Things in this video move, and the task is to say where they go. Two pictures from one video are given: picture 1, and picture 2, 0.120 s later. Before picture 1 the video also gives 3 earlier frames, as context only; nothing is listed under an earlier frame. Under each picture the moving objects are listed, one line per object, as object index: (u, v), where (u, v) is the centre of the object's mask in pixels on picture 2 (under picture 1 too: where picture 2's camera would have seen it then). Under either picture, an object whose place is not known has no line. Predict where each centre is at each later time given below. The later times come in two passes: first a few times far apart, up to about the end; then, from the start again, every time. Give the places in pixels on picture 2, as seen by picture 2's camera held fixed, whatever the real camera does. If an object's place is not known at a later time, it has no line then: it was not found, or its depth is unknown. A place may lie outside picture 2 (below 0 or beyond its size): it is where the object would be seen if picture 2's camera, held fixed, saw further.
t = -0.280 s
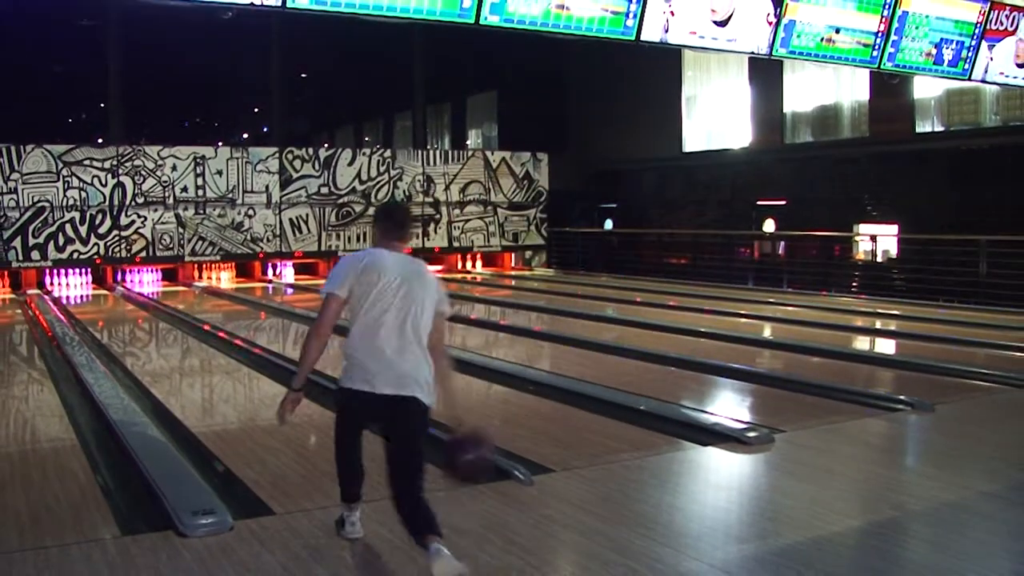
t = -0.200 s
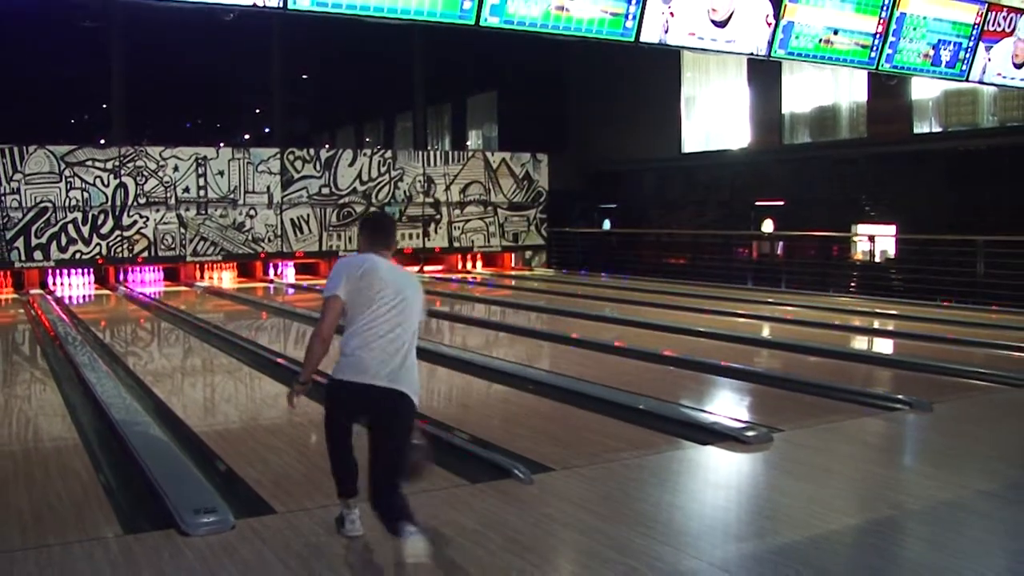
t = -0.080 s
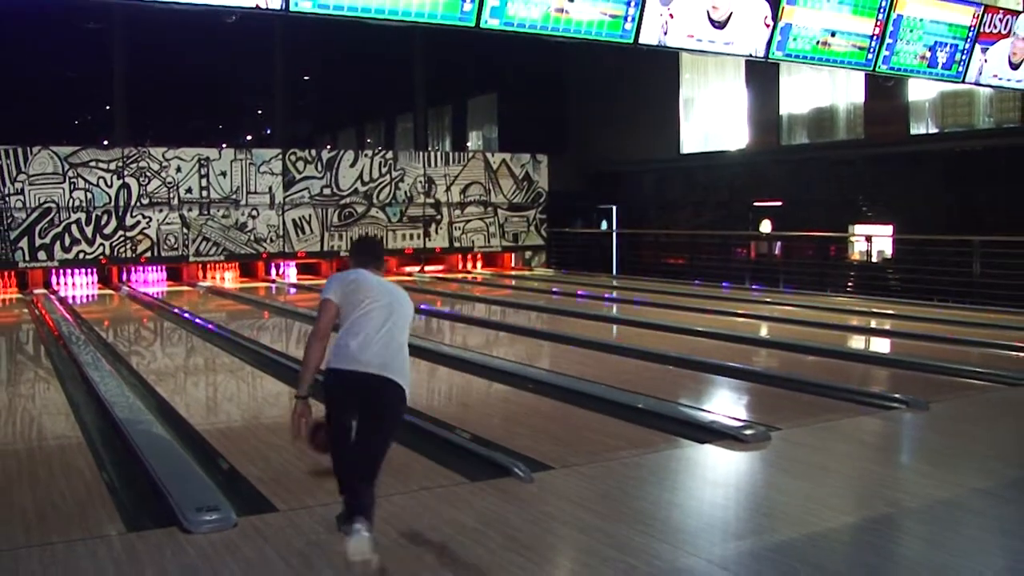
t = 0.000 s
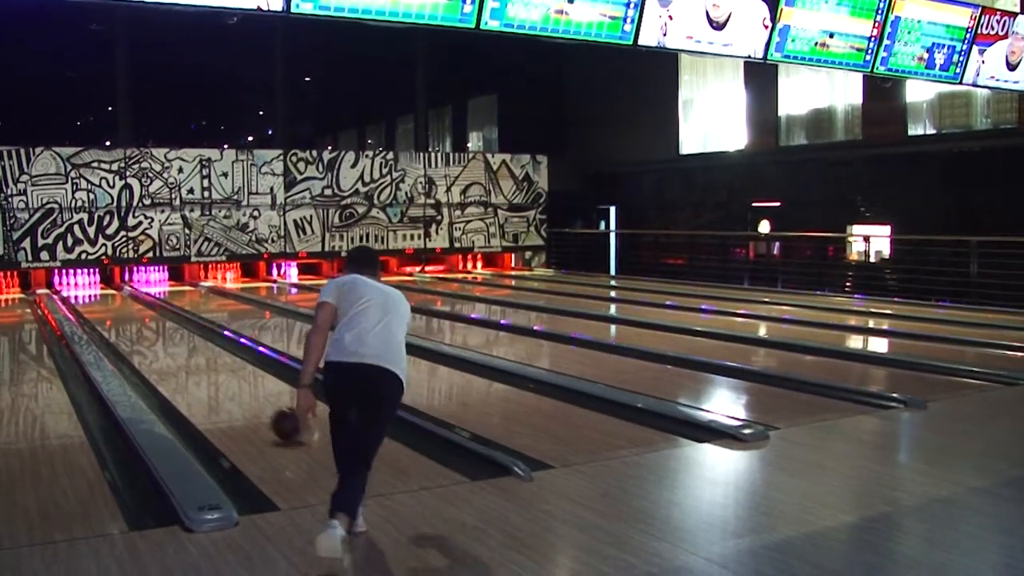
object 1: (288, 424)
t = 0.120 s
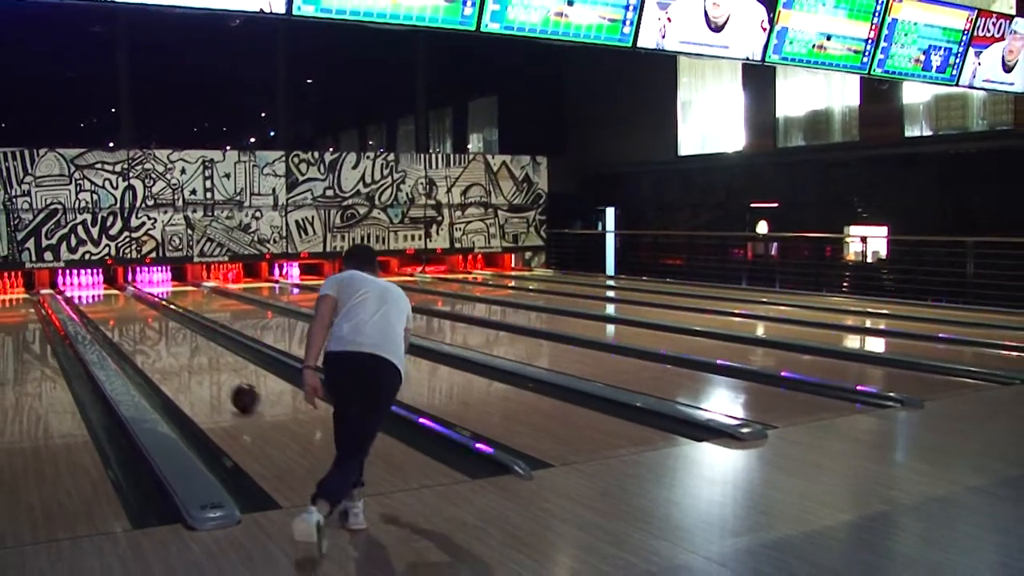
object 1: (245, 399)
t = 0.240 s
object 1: (211, 377)
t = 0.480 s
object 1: (166, 348)
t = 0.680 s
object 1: (141, 332)
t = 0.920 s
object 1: (122, 317)
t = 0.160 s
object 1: (232, 391)
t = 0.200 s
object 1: (221, 384)
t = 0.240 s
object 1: (211, 377)
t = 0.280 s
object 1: (202, 372)
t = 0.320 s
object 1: (194, 366)
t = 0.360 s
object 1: (186, 361)
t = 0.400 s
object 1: (178, 356)
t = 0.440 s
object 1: (172, 352)
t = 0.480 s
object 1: (166, 348)
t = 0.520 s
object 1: (160, 344)
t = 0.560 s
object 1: (155, 341)
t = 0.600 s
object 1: (150, 337)
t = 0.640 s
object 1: (145, 335)
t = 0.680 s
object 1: (141, 332)
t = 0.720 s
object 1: (138, 328)
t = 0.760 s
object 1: (134, 327)
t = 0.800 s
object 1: (130, 324)
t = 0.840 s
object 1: (127, 321)
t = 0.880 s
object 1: (124, 319)
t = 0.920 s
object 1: (122, 317)
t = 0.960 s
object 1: (119, 315)
